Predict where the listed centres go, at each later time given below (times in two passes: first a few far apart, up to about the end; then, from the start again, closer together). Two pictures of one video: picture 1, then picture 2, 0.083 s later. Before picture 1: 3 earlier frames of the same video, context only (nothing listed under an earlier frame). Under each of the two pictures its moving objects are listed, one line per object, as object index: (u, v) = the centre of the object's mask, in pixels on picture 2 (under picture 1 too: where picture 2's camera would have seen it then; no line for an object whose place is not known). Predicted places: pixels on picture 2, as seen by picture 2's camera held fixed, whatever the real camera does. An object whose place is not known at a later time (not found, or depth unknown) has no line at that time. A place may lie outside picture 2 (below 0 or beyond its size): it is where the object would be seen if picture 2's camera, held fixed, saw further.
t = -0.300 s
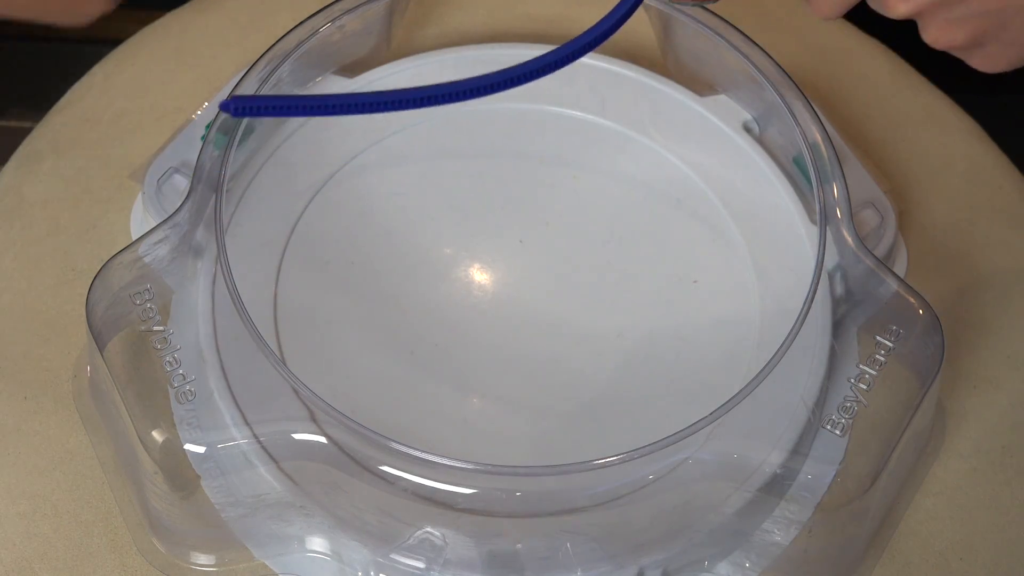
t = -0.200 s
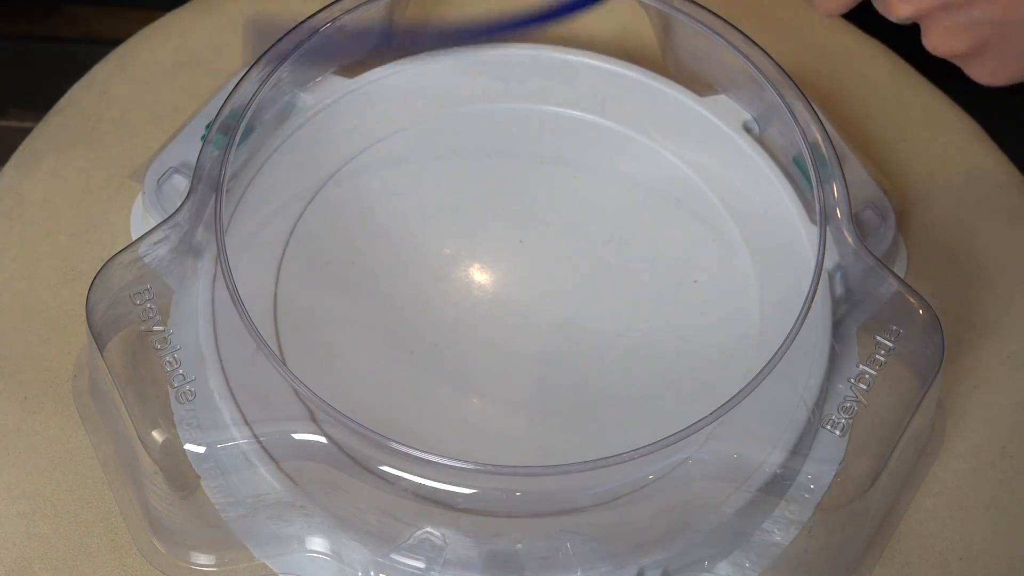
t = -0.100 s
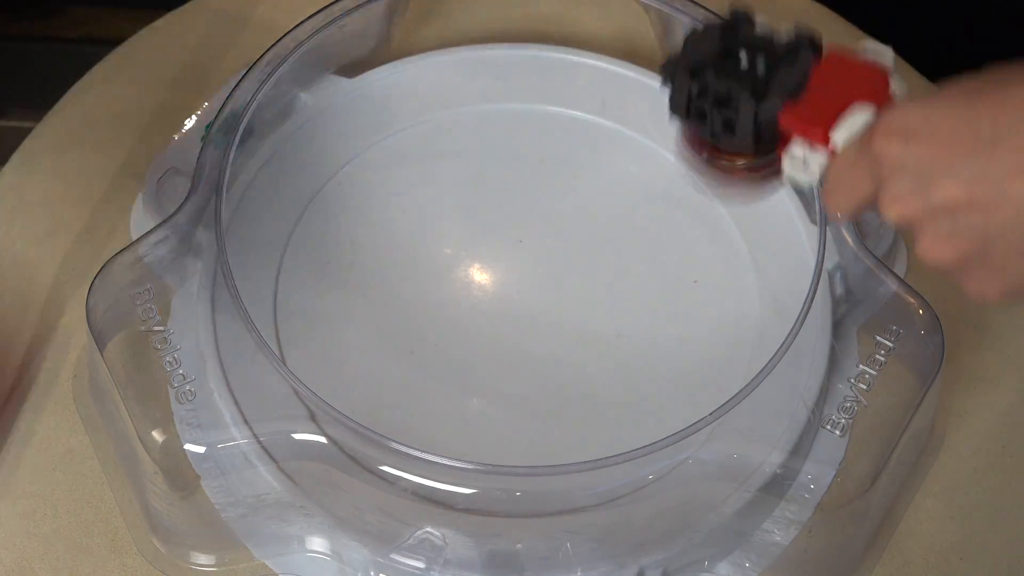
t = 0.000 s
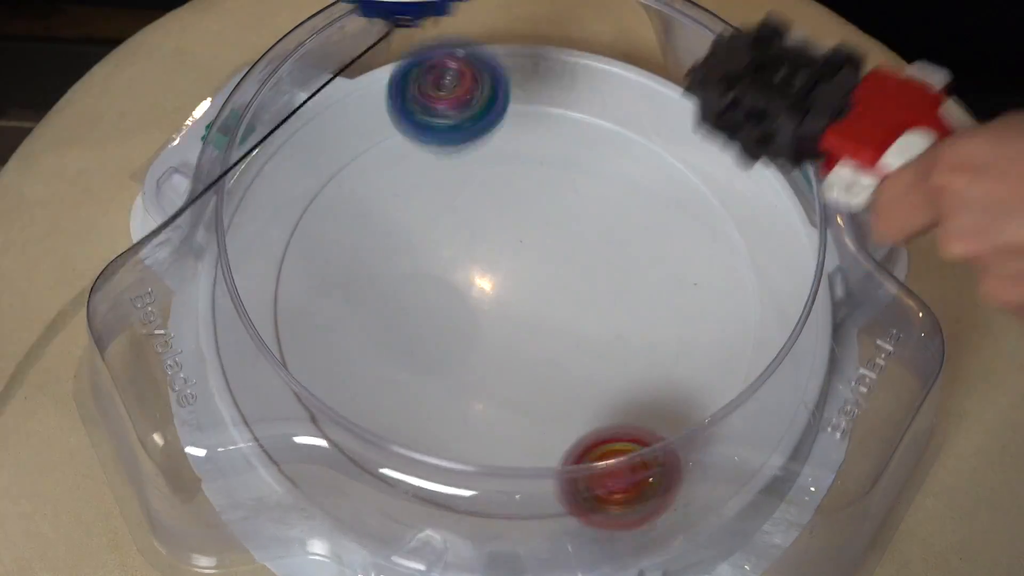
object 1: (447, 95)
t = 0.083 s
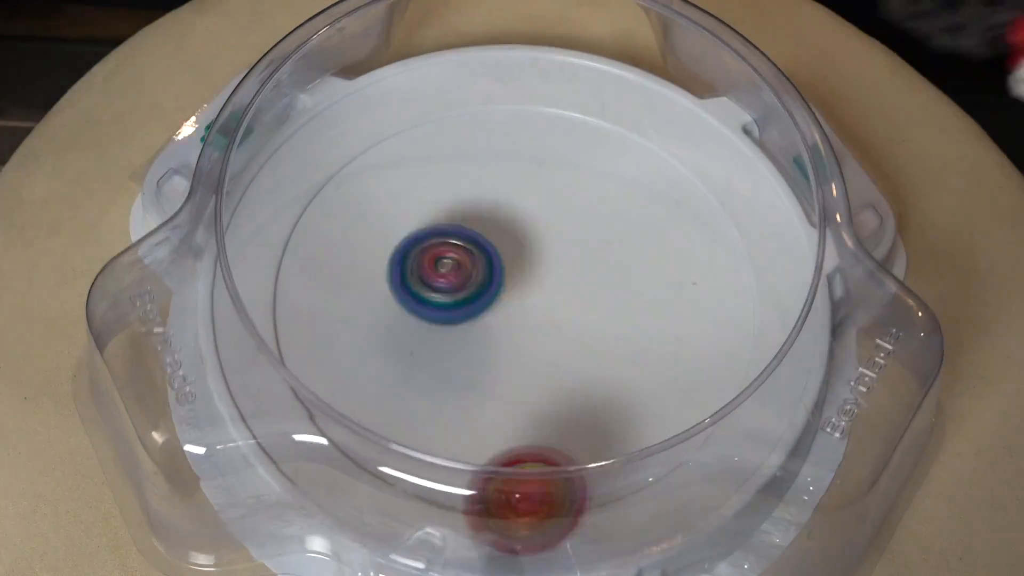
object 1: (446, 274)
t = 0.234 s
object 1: (513, 407)
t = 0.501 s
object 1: (628, 371)
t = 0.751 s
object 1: (566, 233)
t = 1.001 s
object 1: (466, 301)
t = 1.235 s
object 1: (489, 421)
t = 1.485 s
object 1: (604, 378)
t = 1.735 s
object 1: (576, 197)
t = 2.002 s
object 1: (491, 98)
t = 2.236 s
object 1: (535, 202)
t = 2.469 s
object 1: (633, 298)
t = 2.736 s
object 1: (671, 241)
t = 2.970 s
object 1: (601, 193)
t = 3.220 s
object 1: (475, 294)
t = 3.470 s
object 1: (503, 425)
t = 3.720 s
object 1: (612, 412)
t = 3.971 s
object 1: (536, 378)
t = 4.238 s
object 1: (392, 397)
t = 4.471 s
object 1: (393, 314)
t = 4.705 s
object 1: (460, 234)
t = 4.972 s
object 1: (498, 182)
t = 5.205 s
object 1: (530, 232)
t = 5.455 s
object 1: (587, 310)
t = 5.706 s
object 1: (629, 329)
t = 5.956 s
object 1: (505, 393)
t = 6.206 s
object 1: (377, 425)
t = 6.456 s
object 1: (542, 365)
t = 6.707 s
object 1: (603, 307)
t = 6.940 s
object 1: (530, 302)
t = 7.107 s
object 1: (479, 301)
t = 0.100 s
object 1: (453, 286)
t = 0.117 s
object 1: (459, 298)
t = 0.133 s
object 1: (467, 313)
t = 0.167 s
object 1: (481, 356)
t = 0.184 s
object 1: (487, 384)
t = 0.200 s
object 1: (495, 390)
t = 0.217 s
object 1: (505, 398)
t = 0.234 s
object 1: (513, 407)
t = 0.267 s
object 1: (532, 422)
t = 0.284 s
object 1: (542, 423)
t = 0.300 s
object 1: (552, 424)
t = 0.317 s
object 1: (560, 425)
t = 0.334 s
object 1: (571, 425)
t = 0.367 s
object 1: (586, 423)
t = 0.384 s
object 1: (595, 420)
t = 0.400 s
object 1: (602, 417)
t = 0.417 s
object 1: (609, 412)
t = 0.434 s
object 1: (616, 407)
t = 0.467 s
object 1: (625, 391)
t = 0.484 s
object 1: (628, 382)
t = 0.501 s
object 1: (628, 371)
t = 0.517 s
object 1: (631, 359)
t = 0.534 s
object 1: (630, 348)
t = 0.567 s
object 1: (626, 321)
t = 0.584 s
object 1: (622, 308)
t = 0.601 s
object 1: (616, 294)
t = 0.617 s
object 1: (612, 282)
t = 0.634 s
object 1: (605, 270)
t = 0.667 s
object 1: (589, 244)
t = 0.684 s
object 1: (582, 235)
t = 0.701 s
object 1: (579, 235)
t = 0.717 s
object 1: (576, 233)
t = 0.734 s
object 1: (572, 232)
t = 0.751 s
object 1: (566, 233)
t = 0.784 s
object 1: (556, 237)
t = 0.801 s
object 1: (549, 240)
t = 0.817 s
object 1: (542, 242)
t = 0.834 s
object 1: (536, 245)
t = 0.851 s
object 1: (528, 250)
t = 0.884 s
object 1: (514, 259)
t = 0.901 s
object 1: (506, 265)
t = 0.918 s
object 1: (498, 271)
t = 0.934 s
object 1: (491, 276)
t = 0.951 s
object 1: (485, 282)
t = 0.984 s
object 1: (471, 295)
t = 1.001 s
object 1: (466, 301)
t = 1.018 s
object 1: (460, 308)
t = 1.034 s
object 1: (456, 313)
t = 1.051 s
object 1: (453, 319)
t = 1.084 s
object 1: (447, 332)
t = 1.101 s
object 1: (448, 343)
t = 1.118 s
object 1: (451, 358)
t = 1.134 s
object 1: (453, 371)
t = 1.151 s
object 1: (456, 381)
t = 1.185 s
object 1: (468, 403)
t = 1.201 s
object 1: (473, 411)
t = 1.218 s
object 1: (480, 416)
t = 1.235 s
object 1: (489, 421)
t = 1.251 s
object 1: (496, 424)
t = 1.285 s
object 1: (512, 428)
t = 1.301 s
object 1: (521, 429)
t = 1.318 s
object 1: (530, 429)
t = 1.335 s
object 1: (538, 429)
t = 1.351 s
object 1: (546, 427)
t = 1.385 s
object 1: (564, 422)
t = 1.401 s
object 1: (572, 419)
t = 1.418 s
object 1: (579, 414)
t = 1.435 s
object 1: (586, 406)
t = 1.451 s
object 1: (594, 397)
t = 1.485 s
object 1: (604, 378)
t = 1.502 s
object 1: (607, 367)
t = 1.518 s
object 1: (611, 355)
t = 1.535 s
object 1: (614, 343)
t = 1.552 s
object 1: (614, 332)
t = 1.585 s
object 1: (612, 306)
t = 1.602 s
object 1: (610, 293)
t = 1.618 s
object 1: (608, 281)
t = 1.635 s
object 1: (604, 270)
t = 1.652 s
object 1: (598, 259)
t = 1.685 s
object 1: (585, 238)
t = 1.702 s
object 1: (579, 228)
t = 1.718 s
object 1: (576, 215)
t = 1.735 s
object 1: (576, 197)
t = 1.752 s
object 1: (575, 181)
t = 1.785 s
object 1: (570, 149)
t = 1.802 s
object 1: (567, 136)
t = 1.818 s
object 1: (564, 125)
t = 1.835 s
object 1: (560, 114)
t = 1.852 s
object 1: (556, 105)
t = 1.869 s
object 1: (550, 98)
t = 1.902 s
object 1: (537, 89)
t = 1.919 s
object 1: (529, 87)
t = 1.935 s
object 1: (522, 86)
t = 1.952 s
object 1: (515, 86)
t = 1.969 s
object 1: (508, 89)
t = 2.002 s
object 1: (491, 98)
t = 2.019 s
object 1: (481, 105)
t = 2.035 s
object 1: (473, 113)
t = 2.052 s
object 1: (465, 122)
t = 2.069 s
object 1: (457, 133)
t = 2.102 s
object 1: (442, 160)
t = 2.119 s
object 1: (445, 167)
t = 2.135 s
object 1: (458, 170)
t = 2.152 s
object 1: (471, 175)
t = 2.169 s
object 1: (484, 180)
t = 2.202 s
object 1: (510, 189)
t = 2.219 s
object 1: (522, 195)
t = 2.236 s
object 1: (535, 202)
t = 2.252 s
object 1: (546, 209)
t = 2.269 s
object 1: (558, 216)
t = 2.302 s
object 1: (578, 231)
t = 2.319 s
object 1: (588, 240)
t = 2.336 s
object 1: (596, 247)
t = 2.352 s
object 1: (604, 255)
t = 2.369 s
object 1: (611, 262)
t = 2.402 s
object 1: (621, 276)
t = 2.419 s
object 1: (625, 281)
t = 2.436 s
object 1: (629, 287)
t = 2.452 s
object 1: (631, 293)
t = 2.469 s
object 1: (633, 298)
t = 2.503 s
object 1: (634, 306)
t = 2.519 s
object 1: (633, 310)
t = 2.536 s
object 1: (632, 313)
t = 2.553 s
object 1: (630, 316)
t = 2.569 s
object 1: (628, 318)
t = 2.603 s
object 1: (634, 310)
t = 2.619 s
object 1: (641, 299)
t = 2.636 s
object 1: (649, 289)
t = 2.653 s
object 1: (655, 282)
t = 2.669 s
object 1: (660, 275)
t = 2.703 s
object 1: (667, 256)
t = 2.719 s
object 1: (670, 248)
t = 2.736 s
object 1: (671, 241)
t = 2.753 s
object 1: (672, 234)
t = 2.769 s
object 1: (672, 226)
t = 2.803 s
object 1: (668, 213)
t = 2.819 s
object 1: (665, 208)
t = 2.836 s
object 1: (660, 204)
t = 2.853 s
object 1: (655, 199)
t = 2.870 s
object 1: (649, 195)
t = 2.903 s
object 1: (635, 192)
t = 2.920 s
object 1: (627, 191)
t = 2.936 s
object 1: (619, 190)
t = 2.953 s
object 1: (610, 191)
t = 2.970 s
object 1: (601, 193)
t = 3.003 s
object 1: (582, 199)
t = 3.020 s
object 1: (573, 203)
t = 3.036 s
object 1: (564, 208)
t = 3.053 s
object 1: (554, 214)
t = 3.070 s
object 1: (545, 220)
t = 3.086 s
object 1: (537, 226)
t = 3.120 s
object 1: (520, 241)
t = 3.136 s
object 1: (512, 248)
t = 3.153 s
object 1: (504, 257)
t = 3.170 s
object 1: (496, 266)
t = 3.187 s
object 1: (489, 274)
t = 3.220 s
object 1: (475, 294)
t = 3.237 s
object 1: (470, 302)
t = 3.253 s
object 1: (465, 312)
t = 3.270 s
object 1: (460, 322)
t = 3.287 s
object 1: (457, 332)
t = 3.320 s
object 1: (454, 350)
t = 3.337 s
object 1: (453, 359)
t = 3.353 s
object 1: (453, 367)
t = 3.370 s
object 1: (458, 378)
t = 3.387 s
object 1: (464, 389)
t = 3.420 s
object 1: (479, 408)
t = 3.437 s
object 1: (487, 415)
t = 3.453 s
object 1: (495, 421)
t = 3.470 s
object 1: (503, 425)
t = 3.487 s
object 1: (512, 429)
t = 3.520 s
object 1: (529, 445)
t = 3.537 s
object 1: (538, 448)
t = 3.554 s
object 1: (547, 449)
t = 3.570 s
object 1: (556, 450)
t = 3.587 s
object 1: (565, 449)
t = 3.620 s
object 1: (580, 444)
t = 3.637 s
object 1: (587, 440)
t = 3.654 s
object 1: (591, 428)
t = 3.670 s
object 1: (597, 425)
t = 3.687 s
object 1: (603, 421)
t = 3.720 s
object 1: (612, 412)
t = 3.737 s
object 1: (616, 405)
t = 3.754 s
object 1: (617, 397)
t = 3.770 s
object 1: (618, 388)
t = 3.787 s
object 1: (617, 380)
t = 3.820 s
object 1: (615, 361)
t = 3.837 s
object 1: (613, 352)
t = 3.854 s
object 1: (610, 342)
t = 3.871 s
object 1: (605, 332)
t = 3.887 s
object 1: (598, 329)
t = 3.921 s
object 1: (573, 352)
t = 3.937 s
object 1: (561, 360)
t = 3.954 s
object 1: (549, 370)
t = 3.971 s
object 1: (536, 378)
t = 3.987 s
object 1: (522, 385)
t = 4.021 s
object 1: (495, 397)
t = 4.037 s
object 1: (483, 402)
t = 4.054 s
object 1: (472, 406)
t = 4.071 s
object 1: (460, 409)
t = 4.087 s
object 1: (449, 410)
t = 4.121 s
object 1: (431, 410)
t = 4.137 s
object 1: (424, 410)
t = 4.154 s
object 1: (417, 409)
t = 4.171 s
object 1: (411, 407)
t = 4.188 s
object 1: (405, 405)
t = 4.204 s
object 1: (400, 402)
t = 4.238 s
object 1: (392, 397)
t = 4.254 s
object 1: (389, 394)
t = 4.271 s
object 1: (387, 391)
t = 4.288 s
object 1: (385, 385)
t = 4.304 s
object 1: (385, 383)
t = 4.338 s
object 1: (388, 371)
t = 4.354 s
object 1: (388, 362)
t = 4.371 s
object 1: (386, 355)
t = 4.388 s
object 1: (385, 350)
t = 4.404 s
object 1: (386, 345)
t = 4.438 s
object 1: (390, 327)
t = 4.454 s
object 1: (390, 320)
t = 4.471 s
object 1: (393, 314)
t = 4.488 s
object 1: (397, 308)
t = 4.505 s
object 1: (401, 301)
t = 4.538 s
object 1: (408, 288)
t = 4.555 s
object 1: (413, 283)
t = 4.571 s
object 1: (418, 277)
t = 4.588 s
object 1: (423, 270)
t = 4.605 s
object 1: (427, 264)
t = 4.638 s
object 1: (439, 254)
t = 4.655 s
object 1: (445, 249)
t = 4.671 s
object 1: (449, 243)
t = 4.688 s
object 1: (454, 239)
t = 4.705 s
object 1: (460, 234)
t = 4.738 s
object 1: (467, 222)
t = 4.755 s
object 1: (470, 216)
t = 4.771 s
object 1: (472, 212)
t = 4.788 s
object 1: (475, 205)
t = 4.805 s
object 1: (477, 200)
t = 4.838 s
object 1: (481, 193)
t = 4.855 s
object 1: (484, 189)
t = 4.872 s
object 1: (484, 186)
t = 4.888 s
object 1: (487, 184)
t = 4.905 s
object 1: (489, 184)
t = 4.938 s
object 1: (493, 181)
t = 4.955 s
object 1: (495, 181)
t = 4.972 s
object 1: (498, 182)
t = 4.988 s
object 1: (500, 183)
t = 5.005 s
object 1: (501, 184)
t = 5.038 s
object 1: (506, 189)
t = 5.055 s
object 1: (508, 192)
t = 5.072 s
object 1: (510, 194)
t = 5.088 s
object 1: (512, 199)
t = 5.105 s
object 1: (515, 204)
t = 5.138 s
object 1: (519, 211)
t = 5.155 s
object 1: (521, 217)
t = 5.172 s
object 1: (525, 223)
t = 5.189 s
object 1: (528, 227)
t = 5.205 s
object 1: (530, 232)
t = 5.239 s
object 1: (536, 245)
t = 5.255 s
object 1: (539, 250)
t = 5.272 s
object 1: (541, 256)
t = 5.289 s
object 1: (545, 263)
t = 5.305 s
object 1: (549, 263)
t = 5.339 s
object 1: (556, 277)
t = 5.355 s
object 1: (561, 283)
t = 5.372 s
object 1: (575, 288)
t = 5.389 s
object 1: (573, 294)
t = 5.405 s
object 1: (573, 299)
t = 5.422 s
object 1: (579, 303)
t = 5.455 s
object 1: (587, 310)
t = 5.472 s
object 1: (593, 313)
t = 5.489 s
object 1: (597, 316)
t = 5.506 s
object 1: (600, 320)
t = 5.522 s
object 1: (605, 322)
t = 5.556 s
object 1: (611, 325)
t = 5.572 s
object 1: (616, 327)
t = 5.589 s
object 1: (619, 327)
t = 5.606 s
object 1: (620, 328)
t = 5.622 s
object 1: (624, 329)
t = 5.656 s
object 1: (626, 330)
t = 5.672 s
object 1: (628, 330)
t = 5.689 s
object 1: (629, 329)
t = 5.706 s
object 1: (629, 329)
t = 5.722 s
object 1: (629, 330)
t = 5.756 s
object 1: (628, 328)
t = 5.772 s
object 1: (628, 329)
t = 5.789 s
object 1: (627, 328)
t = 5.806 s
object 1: (623, 328)
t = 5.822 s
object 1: (623, 328)
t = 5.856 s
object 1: (616, 329)
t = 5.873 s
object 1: (596, 345)
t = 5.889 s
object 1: (577, 356)
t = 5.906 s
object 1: (559, 366)
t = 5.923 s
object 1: (541, 377)
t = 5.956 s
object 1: (505, 393)
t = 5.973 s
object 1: (487, 403)
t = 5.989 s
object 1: (471, 408)
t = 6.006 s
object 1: (456, 410)
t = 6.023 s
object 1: (442, 411)
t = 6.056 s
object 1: (412, 425)
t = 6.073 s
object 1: (402, 426)
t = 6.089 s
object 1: (391, 428)
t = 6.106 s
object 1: (383, 427)
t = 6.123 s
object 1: (376, 427)
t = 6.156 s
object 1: (368, 426)
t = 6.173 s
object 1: (370, 425)
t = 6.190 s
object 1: (372, 426)
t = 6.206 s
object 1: (377, 425)
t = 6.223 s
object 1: (381, 426)
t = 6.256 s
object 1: (397, 421)
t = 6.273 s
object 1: (407, 418)
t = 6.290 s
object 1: (421, 408)
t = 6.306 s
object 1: (431, 408)
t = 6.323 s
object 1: (443, 407)
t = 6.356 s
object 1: (469, 401)
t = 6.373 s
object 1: (481, 396)
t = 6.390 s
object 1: (495, 389)
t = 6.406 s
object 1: (508, 382)
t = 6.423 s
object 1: (519, 375)
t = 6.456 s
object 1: (542, 365)
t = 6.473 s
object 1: (554, 358)
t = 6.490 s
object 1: (562, 352)
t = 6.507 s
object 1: (572, 346)
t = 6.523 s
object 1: (580, 342)
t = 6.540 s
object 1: (587, 336)
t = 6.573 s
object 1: (596, 326)
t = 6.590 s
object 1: (601, 323)
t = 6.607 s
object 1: (603, 320)
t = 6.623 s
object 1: (605, 317)
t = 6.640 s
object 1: (606, 315)
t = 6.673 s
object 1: (606, 310)
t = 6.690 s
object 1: (604, 308)
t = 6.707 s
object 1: (603, 307)
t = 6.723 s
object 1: (599, 305)
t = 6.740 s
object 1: (596, 304)
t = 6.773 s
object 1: (588, 303)
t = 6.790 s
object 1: (583, 302)
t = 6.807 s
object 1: (577, 301)
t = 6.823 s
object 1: (573, 301)
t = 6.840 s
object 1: (566, 301)
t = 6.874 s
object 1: (553, 300)
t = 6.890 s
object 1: (547, 300)
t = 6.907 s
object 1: (542, 300)
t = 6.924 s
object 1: (535, 301)
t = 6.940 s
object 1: (530, 302)
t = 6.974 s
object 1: (519, 302)
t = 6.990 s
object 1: (513, 303)
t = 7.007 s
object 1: (508, 303)
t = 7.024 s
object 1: (503, 303)
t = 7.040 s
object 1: (497, 302)
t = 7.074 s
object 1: (487, 301)
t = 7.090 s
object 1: (484, 301)
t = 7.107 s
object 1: (479, 301)
